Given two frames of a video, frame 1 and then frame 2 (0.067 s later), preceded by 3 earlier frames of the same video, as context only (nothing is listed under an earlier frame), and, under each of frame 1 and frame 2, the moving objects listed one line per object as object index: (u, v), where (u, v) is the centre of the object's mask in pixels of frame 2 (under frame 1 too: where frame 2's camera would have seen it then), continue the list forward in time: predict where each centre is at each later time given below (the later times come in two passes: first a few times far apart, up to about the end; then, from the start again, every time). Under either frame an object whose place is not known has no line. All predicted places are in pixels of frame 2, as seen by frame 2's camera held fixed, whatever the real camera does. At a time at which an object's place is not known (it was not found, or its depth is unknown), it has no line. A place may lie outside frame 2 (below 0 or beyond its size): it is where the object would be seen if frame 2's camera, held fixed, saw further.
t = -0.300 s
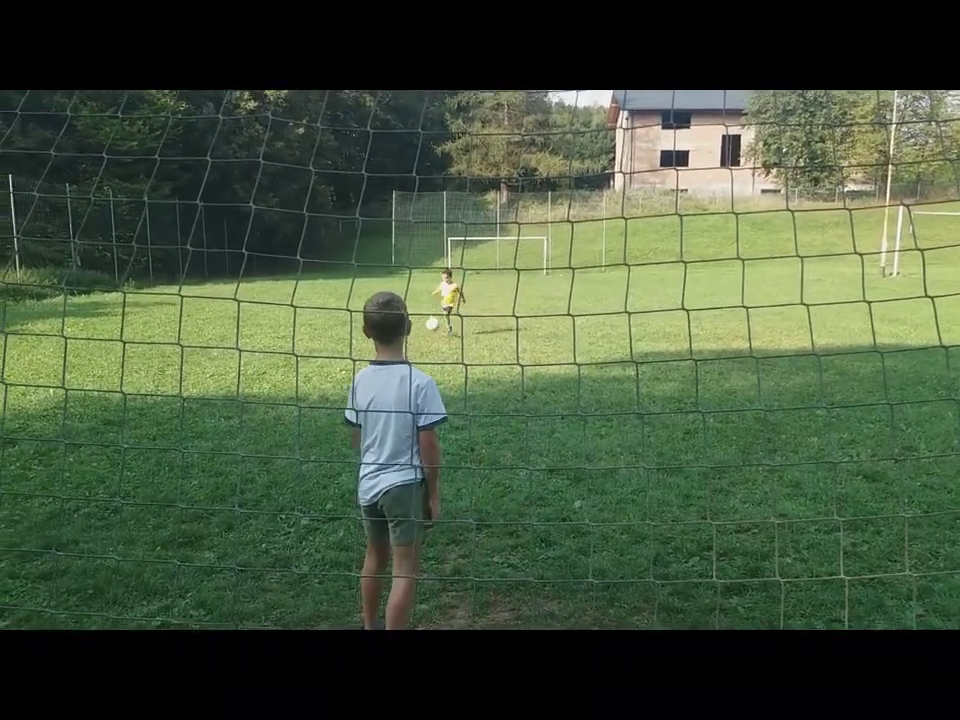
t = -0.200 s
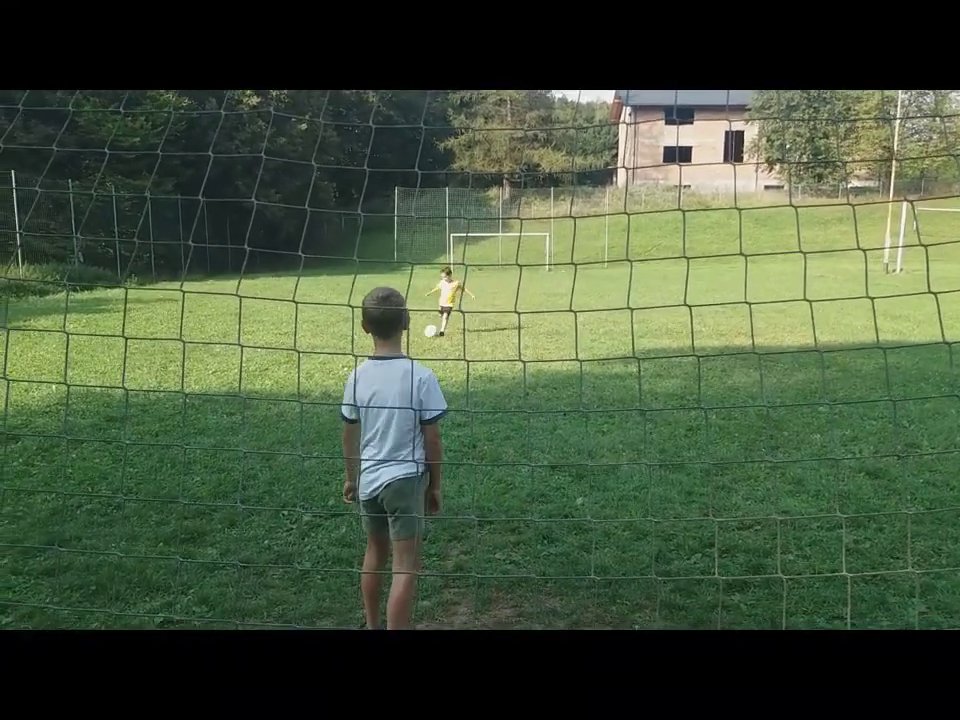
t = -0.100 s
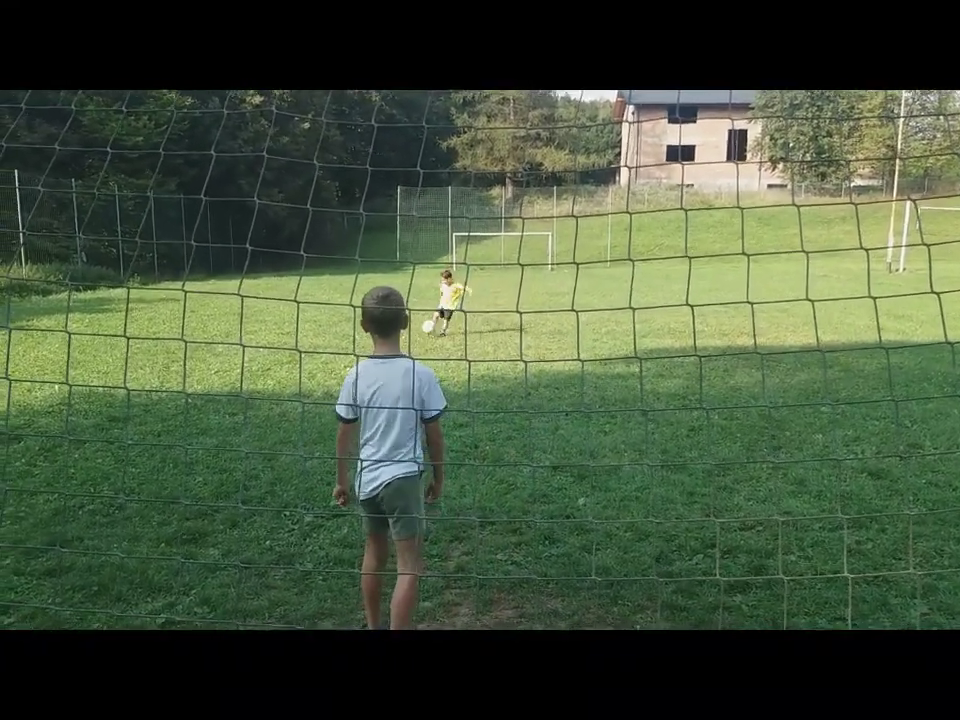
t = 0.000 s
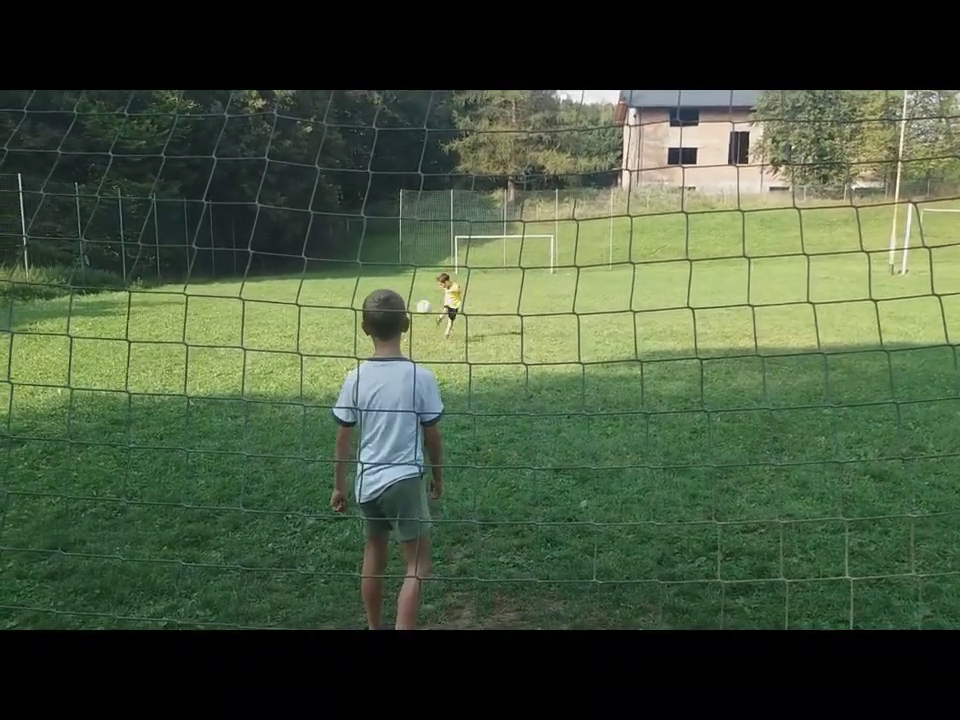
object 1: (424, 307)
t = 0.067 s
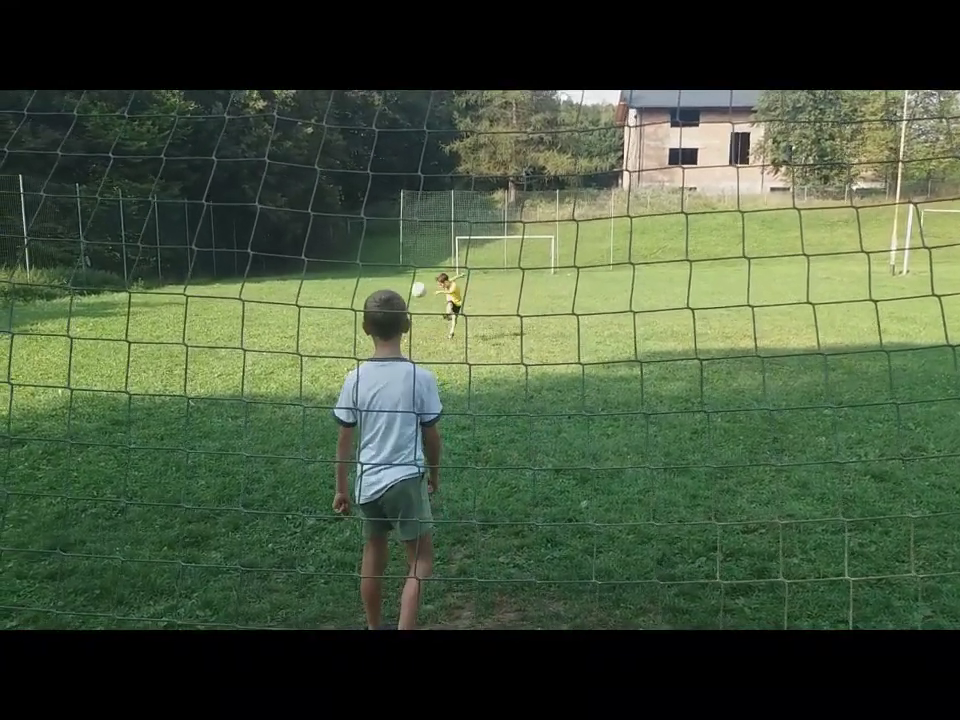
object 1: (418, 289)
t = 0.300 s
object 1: (386, 234)
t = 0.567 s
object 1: (318, 207)
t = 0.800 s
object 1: (184, 280)
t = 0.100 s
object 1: (414, 281)
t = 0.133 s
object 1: (411, 272)
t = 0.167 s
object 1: (407, 263)
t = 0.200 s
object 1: (403, 256)
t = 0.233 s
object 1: (398, 248)
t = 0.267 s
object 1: (392, 241)
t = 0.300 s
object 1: (386, 234)
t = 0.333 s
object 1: (380, 228)
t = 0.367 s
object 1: (374, 223)
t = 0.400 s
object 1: (367, 217)
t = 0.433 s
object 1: (359, 214)
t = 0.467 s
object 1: (350, 210)
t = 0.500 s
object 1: (341, 208)
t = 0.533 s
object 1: (330, 207)
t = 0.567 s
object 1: (318, 207)
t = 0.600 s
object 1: (305, 209)
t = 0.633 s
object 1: (291, 214)
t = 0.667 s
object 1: (274, 220)
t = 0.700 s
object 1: (257, 230)
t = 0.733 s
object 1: (235, 242)
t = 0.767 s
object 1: (211, 259)
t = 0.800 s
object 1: (184, 280)
